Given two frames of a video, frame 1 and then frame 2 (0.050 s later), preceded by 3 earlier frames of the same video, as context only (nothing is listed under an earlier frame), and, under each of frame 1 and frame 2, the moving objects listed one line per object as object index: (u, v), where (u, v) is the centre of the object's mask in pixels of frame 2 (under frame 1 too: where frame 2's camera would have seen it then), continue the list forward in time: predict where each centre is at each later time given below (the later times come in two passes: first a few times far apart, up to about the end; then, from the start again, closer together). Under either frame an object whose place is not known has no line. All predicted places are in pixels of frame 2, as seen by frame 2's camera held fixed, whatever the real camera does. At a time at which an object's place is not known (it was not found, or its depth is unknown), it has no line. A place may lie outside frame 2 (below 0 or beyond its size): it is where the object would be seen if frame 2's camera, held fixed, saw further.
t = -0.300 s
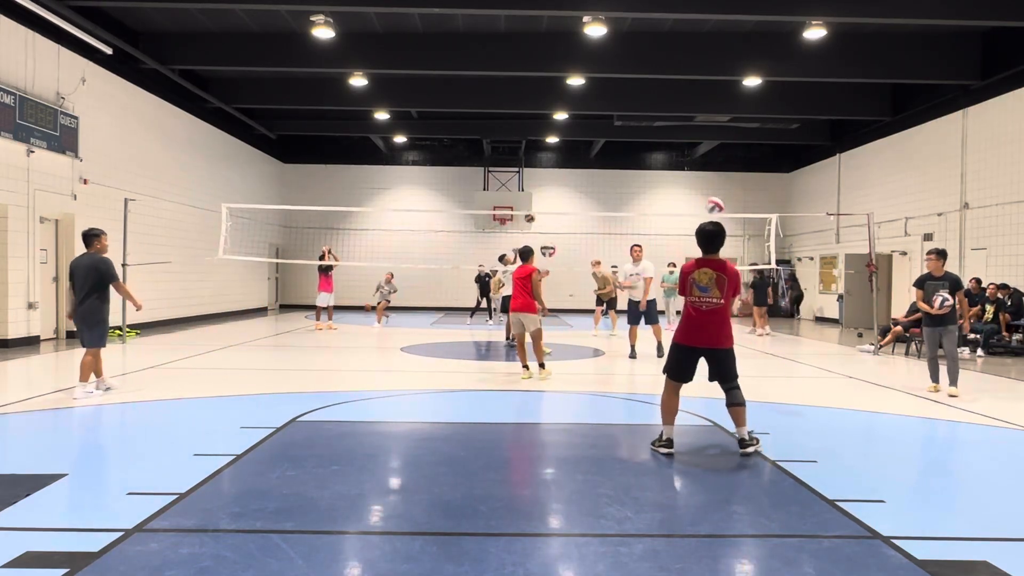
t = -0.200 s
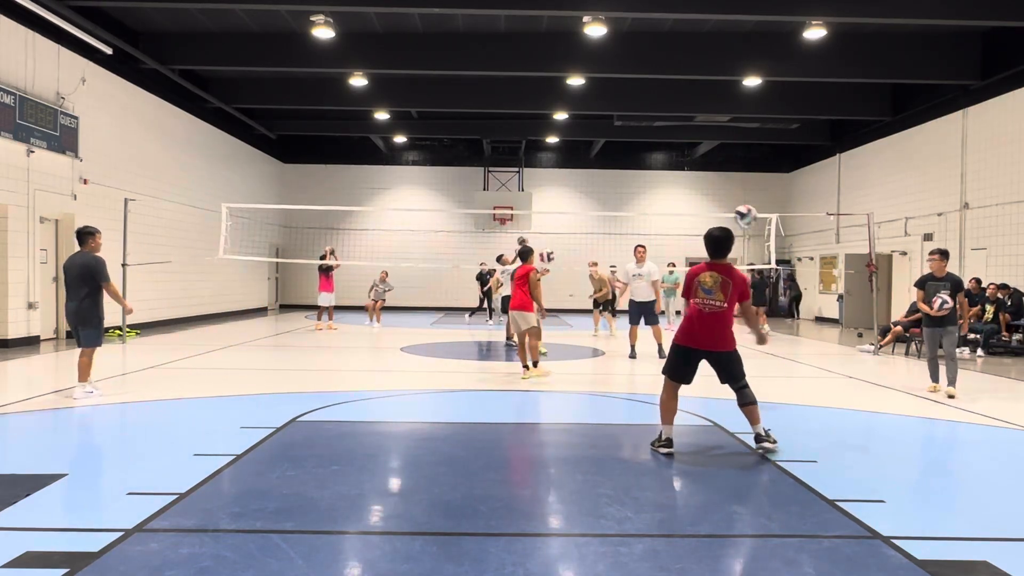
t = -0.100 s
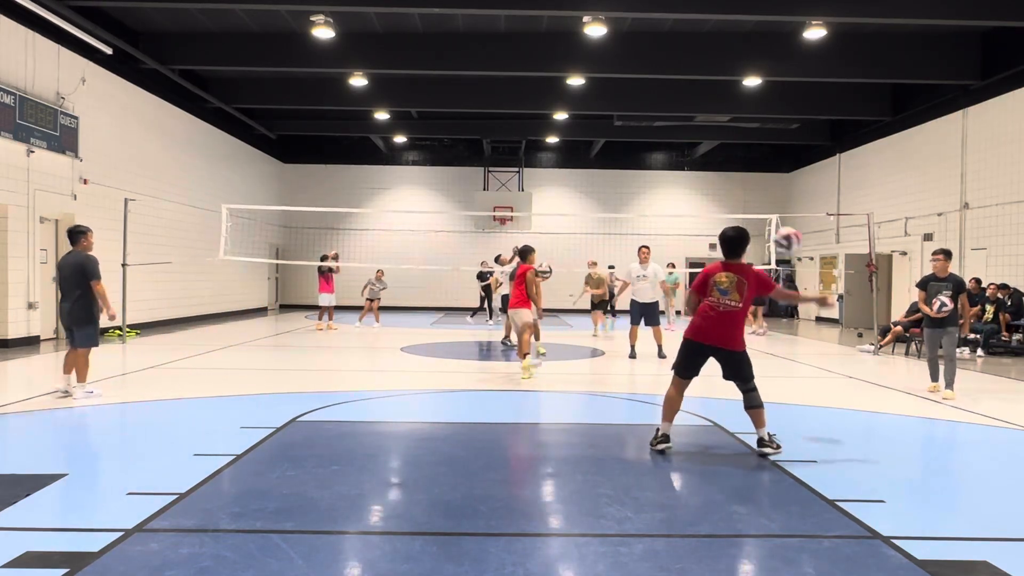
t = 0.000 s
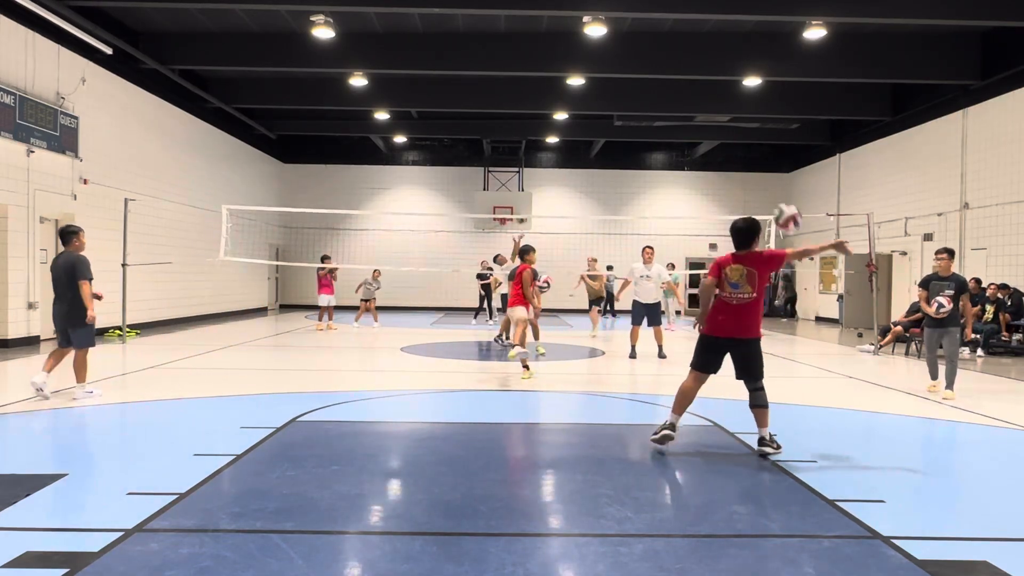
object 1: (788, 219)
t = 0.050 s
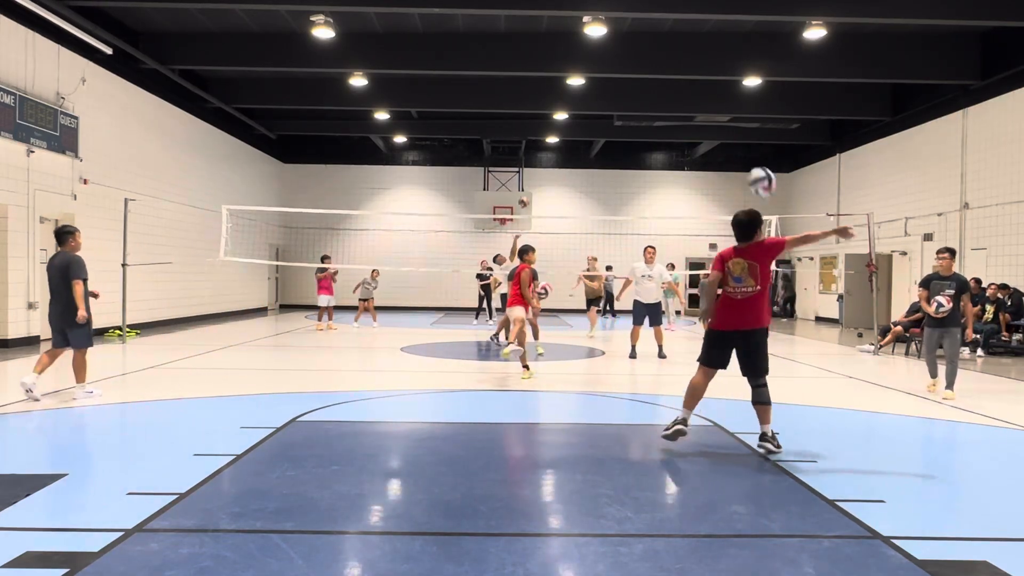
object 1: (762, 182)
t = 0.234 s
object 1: (675, 87)
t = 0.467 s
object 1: (580, 38)
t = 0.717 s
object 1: (494, 54)
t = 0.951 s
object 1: (425, 118)
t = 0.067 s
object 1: (753, 171)
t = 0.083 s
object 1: (744, 160)
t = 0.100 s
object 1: (736, 151)
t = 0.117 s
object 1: (728, 141)
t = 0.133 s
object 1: (720, 131)
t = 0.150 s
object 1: (712, 123)
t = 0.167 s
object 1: (705, 115)
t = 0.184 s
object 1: (697, 107)
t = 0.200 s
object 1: (689, 100)
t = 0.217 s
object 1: (682, 93)
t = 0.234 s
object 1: (675, 87)
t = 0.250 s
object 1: (668, 80)
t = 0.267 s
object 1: (660, 75)
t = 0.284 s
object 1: (653, 70)
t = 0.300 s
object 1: (646, 65)
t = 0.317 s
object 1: (639, 61)
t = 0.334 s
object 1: (632, 57)
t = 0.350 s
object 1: (625, 53)
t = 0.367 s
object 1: (619, 50)
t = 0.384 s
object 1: (612, 47)
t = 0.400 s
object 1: (606, 45)
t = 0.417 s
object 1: (600, 43)
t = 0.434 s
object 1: (593, 43)
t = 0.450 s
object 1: (586, 40)
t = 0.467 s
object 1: (580, 38)
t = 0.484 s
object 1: (573, 37)
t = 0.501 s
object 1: (568, 36)
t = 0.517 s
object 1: (562, 36)
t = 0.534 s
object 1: (556, 36)
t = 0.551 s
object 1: (550, 36)
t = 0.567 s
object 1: (544, 37)
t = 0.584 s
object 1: (538, 38)
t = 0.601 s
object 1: (533, 39)
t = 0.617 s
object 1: (527, 40)
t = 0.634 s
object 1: (522, 42)
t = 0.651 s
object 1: (516, 44)
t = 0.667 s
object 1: (510, 46)
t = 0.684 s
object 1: (505, 49)
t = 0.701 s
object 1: (500, 51)
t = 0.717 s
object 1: (494, 54)
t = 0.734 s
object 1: (489, 57)
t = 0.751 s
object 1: (484, 61)
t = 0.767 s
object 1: (479, 64)
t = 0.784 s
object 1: (473, 68)
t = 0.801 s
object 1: (468, 72)
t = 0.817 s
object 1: (463, 77)
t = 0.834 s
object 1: (459, 81)
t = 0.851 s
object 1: (454, 86)
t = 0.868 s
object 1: (449, 91)
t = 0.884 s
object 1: (444, 96)
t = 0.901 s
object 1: (439, 101)
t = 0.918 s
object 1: (435, 106)
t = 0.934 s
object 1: (430, 112)
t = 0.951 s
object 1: (425, 118)
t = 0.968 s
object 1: (421, 124)
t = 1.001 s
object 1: (412, 137)
